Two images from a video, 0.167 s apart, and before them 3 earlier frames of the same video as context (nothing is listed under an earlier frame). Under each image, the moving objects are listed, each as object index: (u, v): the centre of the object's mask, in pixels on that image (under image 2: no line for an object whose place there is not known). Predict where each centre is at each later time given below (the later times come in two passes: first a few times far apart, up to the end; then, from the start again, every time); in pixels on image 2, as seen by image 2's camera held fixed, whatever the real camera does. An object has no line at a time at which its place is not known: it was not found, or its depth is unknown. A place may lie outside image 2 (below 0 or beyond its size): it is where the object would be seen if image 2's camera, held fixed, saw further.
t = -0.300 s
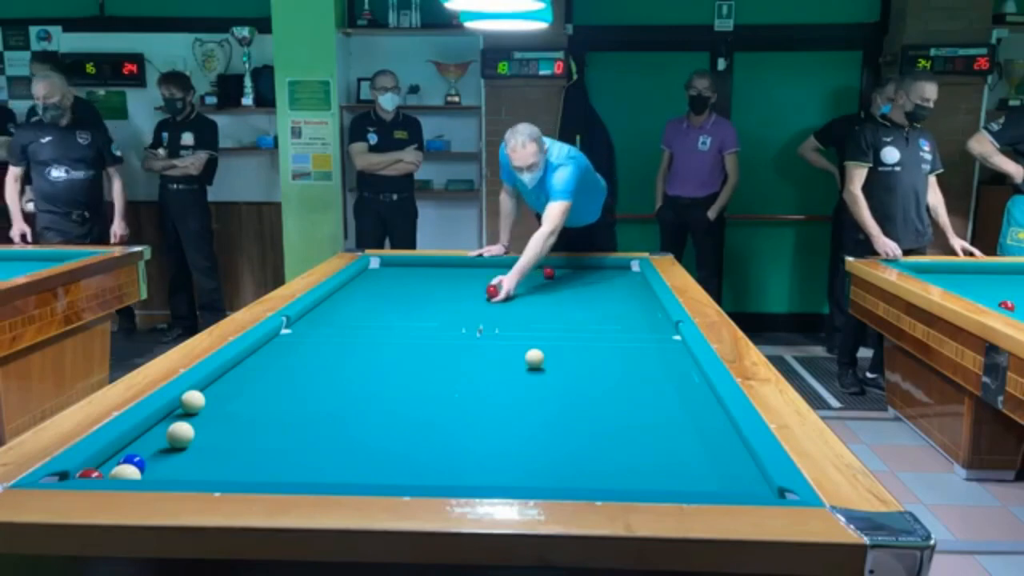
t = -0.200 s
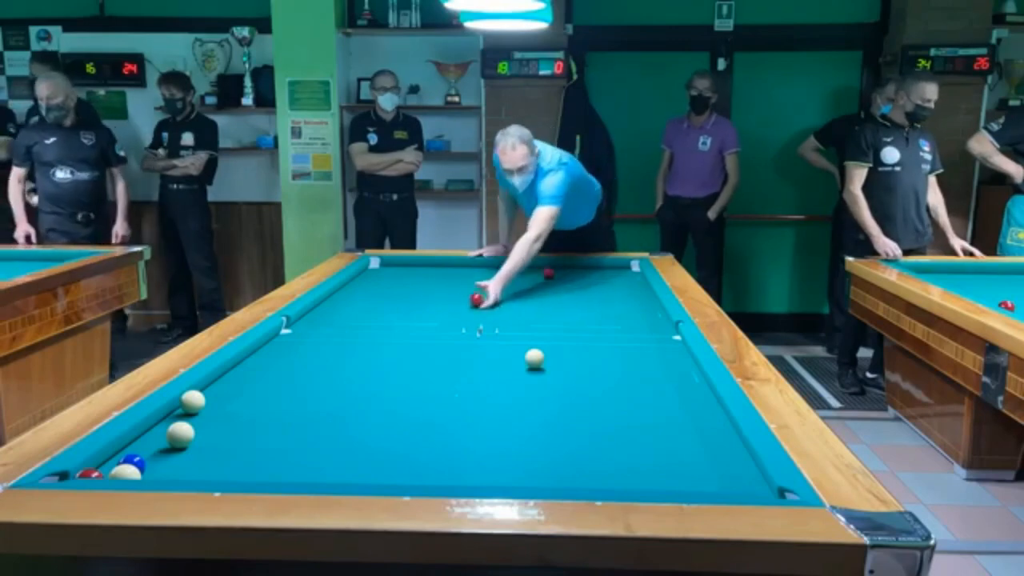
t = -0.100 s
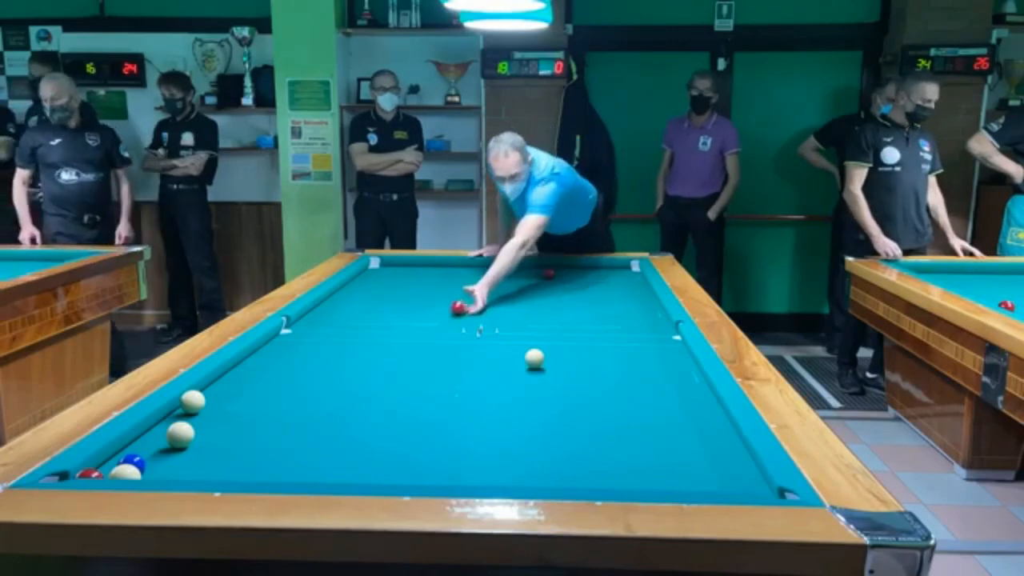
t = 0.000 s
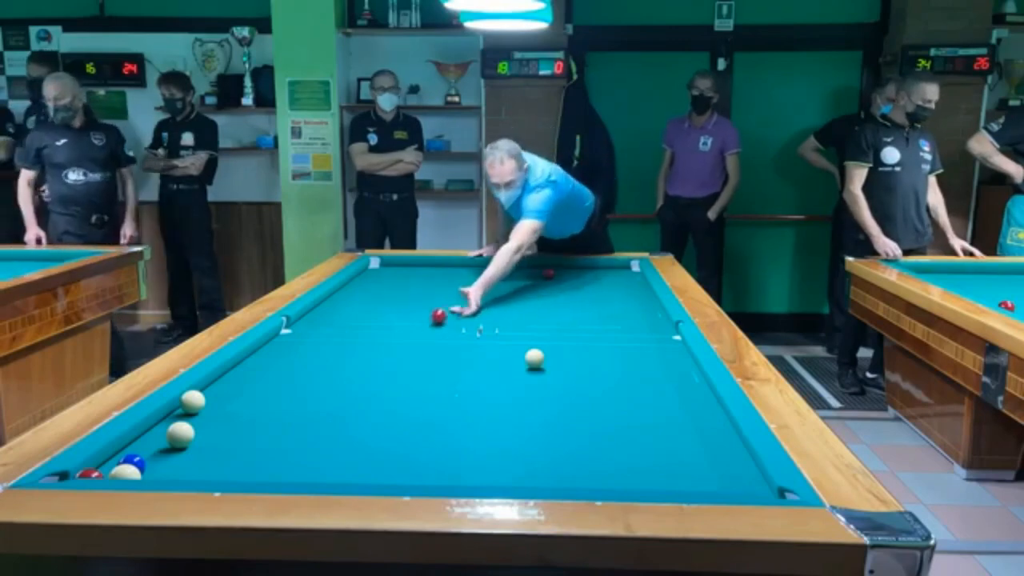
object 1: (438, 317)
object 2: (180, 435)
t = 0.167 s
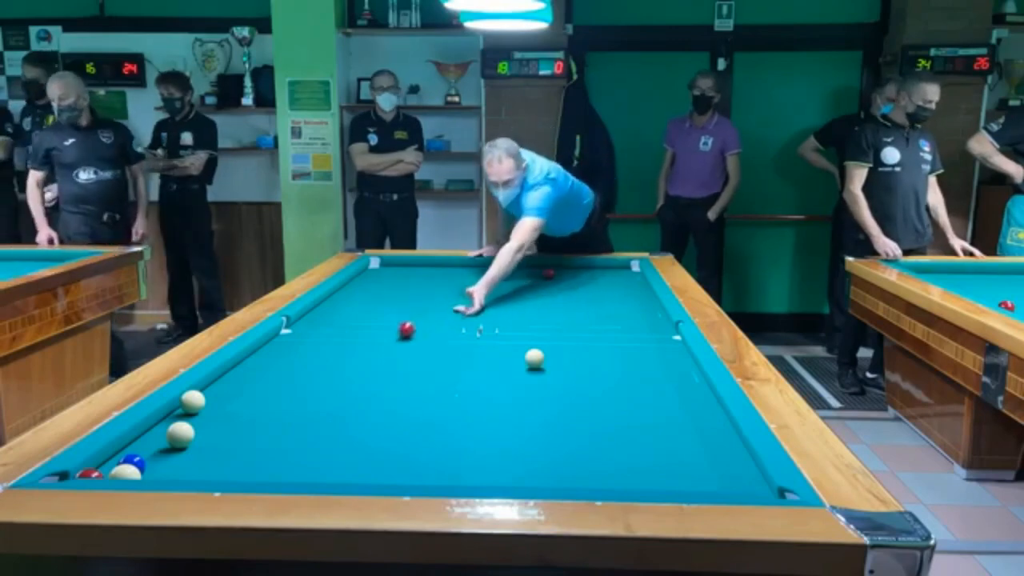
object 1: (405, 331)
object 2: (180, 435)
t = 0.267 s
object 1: (385, 339)
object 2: (180, 435)
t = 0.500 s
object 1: (329, 362)
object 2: (180, 435)
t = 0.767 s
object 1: (249, 396)
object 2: (180, 435)
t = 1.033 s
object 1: (146, 435)
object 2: (183, 438)
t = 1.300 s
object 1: (165, 465)
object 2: (205, 452)
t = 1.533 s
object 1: (198, 474)
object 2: (228, 463)
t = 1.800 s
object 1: (236, 475)
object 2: (285, 461)
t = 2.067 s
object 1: (268, 477)
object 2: (343, 457)
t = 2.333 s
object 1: (305, 477)
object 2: (398, 453)
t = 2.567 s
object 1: (336, 477)
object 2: (444, 450)
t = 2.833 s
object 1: (369, 476)
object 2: (494, 446)
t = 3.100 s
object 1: (401, 476)
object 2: (541, 443)
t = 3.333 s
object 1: (427, 476)
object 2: (579, 439)
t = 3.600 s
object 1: (456, 475)
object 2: (621, 436)
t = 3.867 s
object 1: (482, 474)
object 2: (662, 434)
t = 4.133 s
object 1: (507, 474)
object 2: (699, 430)
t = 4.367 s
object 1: (527, 473)
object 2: (718, 428)
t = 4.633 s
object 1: (548, 473)
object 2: (695, 425)
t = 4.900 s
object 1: (568, 472)
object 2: (675, 422)
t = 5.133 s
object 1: (584, 471)
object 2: (658, 420)
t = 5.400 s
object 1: (600, 471)
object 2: (641, 417)
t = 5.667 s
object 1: (615, 470)
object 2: (624, 416)
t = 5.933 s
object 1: (628, 468)
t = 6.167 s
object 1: (639, 467)
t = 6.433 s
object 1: (649, 466)
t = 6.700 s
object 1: (659, 466)
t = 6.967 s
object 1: (667, 466)
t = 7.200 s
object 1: (673, 465)
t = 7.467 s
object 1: (678, 464)
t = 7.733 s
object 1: (681, 464)
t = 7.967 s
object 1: (683, 464)
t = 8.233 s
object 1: (683, 464)
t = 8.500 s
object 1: (683, 464)
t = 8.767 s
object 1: (684, 464)
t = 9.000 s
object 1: (684, 463)
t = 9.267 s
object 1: (684, 463)
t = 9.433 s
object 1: (683, 464)
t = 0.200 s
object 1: (399, 334)
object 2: (180, 435)
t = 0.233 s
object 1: (392, 337)
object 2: (180, 435)
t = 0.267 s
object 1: (385, 339)
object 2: (180, 435)
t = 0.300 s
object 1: (378, 342)
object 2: (180, 435)
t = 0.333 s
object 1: (370, 346)
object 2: (180, 435)
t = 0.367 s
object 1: (362, 349)
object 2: (180, 435)
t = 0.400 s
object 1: (354, 352)
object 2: (180, 435)
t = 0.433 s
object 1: (347, 355)
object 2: (180, 435)
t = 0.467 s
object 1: (338, 359)
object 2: (180, 435)
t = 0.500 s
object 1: (329, 362)
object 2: (180, 435)
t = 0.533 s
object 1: (320, 366)
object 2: (180, 435)
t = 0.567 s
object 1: (311, 370)
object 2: (180, 435)
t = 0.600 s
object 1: (302, 373)
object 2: (180, 435)
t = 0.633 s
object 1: (292, 378)
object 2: (180, 435)
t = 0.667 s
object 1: (282, 382)
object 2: (180, 435)
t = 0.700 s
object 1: (271, 387)
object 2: (180, 435)
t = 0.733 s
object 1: (260, 391)
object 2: (180, 435)
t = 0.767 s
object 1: (249, 396)
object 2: (180, 435)
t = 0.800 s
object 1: (238, 400)
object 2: (180, 435)
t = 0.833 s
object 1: (226, 406)
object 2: (180, 435)
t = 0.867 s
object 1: (214, 411)
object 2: (180, 435)
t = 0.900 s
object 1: (202, 416)
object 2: (180, 435)
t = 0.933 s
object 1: (189, 417)
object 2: (180, 435)
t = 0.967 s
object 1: (171, 420)
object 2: (180, 435)
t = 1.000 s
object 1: (157, 431)
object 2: (181, 436)
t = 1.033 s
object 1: (146, 435)
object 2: (183, 438)
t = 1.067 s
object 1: (151, 439)
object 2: (185, 441)
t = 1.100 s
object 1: (154, 443)
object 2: (187, 442)
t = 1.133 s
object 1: (158, 447)
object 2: (189, 444)
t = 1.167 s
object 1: (160, 451)
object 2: (192, 445)
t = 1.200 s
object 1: (160, 455)
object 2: (195, 447)
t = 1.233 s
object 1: (160, 458)
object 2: (198, 449)
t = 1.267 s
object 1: (163, 462)
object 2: (201, 450)
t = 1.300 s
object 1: (165, 465)
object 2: (205, 452)
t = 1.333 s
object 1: (169, 467)
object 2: (208, 453)
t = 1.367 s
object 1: (172, 469)
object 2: (211, 455)
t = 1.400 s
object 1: (176, 471)
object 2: (214, 457)
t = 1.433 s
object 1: (179, 473)
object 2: (218, 458)
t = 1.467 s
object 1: (182, 474)
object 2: (222, 460)
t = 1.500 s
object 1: (189, 475)
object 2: (225, 462)
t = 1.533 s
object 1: (198, 474)
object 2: (228, 463)
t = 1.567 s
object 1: (207, 473)
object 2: (232, 464)
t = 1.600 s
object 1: (215, 472)
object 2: (238, 465)
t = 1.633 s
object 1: (217, 473)
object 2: (246, 464)
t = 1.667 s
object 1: (221, 473)
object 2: (254, 464)
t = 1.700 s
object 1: (225, 474)
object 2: (262, 462)
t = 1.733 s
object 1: (228, 474)
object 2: (270, 462)
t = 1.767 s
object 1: (232, 475)
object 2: (278, 462)
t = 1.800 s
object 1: (236, 475)
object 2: (285, 461)
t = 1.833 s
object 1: (240, 475)
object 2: (292, 461)
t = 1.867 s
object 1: (244, 476)
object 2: (300, 460)
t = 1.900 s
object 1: (248, 476)
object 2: (307, 459)
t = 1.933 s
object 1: (252, 477)
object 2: (314, 459)
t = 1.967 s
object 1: (256, 477)
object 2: (321, 458)
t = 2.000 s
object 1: (260, 477)
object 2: (329, 458)
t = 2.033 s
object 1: (263, 477)
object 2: (336, 458)
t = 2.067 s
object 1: (268, 477)
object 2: (343, 457)
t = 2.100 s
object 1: (272, 477)
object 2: (350, 457)
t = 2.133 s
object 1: (277, 477)
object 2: (357, 456)
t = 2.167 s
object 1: (282, 477)
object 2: (364, 456)
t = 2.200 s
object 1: (286, 477)
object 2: (371, 455)
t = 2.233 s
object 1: (291, 477)
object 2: (378, 455)
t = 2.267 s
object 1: (295, 477)
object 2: (384, 454)
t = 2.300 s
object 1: (301, 477)
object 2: (392, 453)
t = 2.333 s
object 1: (305, 477)
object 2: (398, 453)
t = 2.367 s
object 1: (310, 477)
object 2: (405, 452)
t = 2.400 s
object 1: (314, 477)
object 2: (411, 452)
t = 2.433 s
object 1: (318, 477)
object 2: (418, 451)
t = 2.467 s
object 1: (323, 477)
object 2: (424, 451)
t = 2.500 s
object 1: (327, 477)
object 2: (431, 450)
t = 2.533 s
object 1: (331, 477)
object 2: (438, 450)
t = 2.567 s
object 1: (336, 477)
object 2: (444, 450)
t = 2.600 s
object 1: (340, 476)
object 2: (450, 449)
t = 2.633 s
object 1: (344, 477)
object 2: (456, 449)
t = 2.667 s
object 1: (349, 477)
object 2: (463, 448)
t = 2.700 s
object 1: (353, 477)
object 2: (469, 448)
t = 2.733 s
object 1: (357, 476)
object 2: (475, 447)
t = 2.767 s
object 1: (361, 476)
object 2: (481, 447)
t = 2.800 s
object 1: (366, 476)
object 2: (488, 446)
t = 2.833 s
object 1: (369, 476)
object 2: (494, 446)
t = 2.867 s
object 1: (374, 476)
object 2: (499, 445)
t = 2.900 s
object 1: (378, 476)
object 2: (506, 444)
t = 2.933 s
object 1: (381, 476)
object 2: (512, 444)
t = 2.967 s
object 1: (386, 476)
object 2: (517, 444)
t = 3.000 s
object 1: (390, 476)
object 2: (523, 444)
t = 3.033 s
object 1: (394, 476)
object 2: (529, 443)
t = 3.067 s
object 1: (397, 476)
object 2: (535, 443)
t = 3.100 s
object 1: (401, 476)
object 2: (541, 443)
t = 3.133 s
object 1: (405, 476)
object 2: (546, 442)
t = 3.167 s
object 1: (409, 476)
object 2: (552, 442)
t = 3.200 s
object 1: (413, 476)
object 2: (557, 441)
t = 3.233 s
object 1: (417, 475)
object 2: (563, 441)
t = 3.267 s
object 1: (420, 476)
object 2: (568, 440)
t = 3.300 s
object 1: (424, 475)
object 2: (574, 440)
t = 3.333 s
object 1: (427, 476)
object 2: (579, 439)
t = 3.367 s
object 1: (431, 476)
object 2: (584, 439)
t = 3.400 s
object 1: (435, 475)
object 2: (590, 438)
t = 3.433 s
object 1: (438, 475)
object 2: (595, 438)
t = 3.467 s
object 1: (442, 475)
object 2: (601, 437)
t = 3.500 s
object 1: (445, 475)
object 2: (606, 437)
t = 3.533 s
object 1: (449, 475)
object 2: (611, 437)
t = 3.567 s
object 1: (452, 475)
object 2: (616, 437)
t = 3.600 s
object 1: (456, 475)
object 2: (621, 436)
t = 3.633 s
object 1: (459, 475)
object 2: (627, 436)
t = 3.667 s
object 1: (463, 475)
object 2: (632, 435)
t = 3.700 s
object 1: (466, 474)
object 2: (637, 435)
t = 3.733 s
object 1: (469, 475)
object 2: (642, 435)
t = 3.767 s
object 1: (473, 474)
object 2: (647, 434)
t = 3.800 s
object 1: (476, 474)
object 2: (652, 434)
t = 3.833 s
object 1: (479, 474)
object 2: (657, 434)
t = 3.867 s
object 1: (482, 474)
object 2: (662, 434)
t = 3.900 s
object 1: (486, 474)
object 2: (667, 433)
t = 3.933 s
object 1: (489, 474)
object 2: (671, 433)
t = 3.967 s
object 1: (492, 474)
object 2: (676, 432)
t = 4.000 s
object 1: (495, 474)
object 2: (681, 432)
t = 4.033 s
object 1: (498, 474)
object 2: (686, 431)
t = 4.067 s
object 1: (501, 474)
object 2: (690, 431)
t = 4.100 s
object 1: (504, 474)
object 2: (695, 430)
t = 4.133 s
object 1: (507, 474)
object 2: (699, 430)
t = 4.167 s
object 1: (510, 474)
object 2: (704, 430)
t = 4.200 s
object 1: (513, 474)
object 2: (709, 429)
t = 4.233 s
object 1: (516, 474)
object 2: (713, 429)
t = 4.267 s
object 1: (519, 474)
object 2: (718, 429)
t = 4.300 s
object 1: (522, 474)
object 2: (723, 429)
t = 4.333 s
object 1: (524, 473)
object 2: (721, 428)
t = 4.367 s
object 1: (527, 473)
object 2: (718, 428)
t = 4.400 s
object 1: (530, 473)
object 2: (715, 427)
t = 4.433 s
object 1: (533, 473)
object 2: (712, 427)
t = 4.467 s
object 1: (535, 473)
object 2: (709, 427)
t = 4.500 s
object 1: (538, 473)
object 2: (706, 426)
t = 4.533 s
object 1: (541, 473)
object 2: (703, 426)
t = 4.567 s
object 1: (543, 473)
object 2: (701, 426)
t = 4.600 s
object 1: (546, 473)
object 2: (698, 426)
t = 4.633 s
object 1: (548, 473)
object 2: (695, 425)
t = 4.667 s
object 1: (551, 473)
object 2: (693, 424)
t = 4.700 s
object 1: (554, 473)
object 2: (690, 424)
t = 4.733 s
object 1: (556, 473)
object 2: (687, 424)
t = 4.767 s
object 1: (558, 473)
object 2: (685, 424)
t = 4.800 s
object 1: (561, 472)
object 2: (682, 423)
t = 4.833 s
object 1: (563, 472)
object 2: (680, 423)
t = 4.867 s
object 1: (566, 472)
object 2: (677, 423)
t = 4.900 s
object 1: (568, 472)
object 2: (675, 422)
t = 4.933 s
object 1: (570, 472)
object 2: (672, 422)
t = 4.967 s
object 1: (573, 472)
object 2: (670, 421)
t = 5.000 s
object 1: (575, 472)
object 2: (667, 421)
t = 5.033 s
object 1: (577, 472)
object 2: (665, 421)
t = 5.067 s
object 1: (579, 472)
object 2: (663, 421)
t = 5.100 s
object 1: (581, 472)
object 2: (660, 420)
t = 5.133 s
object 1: (584, 471)
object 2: (658, 420)
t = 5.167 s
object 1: (586, 471)
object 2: (655, 420)
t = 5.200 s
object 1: (588, 471)
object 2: (653, 420)
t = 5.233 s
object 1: (590, 471)
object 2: (651, 419)
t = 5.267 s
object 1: (592, 471)
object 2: (649, 419)
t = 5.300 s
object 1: (594, 471)
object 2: (647, 419)
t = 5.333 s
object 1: (596, 471)
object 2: (645, 418)
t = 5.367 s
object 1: (598, 471)
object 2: (642, 418)
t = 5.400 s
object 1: (600, 471)
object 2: (641, 417)
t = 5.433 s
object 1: (602, 470)
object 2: (638, 418)
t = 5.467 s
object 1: (604, 470)
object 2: (636, 417)
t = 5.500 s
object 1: (606, 471)
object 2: (635, 417)
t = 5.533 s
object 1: (607, 470)
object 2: (632, 417)
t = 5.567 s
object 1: (610, 470)
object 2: (630, 416)
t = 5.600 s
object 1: (611, 470)
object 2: (628, 416)
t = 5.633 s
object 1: (613, 470)
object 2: (626, 416)
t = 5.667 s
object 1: (615, 470)
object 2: (624, 416)
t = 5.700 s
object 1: (617, 470)
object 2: (622, 415)
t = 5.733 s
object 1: (618, 469)
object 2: (620, 415)
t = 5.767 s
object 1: (620, 469)
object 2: (619, 415)
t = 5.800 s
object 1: (622, 469)
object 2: (617, 415)
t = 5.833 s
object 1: (623, 469)
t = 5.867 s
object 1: (625, 468)
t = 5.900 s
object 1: (627, 469)
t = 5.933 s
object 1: (628, 468)
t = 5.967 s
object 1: (630, 468)
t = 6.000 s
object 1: (631, 468)
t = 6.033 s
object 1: (633, 468)
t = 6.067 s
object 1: (634, 468)
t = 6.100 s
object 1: (636, 468)
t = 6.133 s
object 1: (637, 468)
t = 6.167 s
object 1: (639, 467)
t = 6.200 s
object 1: (640, 467)
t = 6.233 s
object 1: (641, 467)
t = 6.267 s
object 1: (643, 467)
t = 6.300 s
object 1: (644, 467)
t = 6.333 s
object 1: (646, 467)
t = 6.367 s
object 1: (647, 467)
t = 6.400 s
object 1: (648, 466)
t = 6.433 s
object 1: (649, 466)
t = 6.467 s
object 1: (651, 466)
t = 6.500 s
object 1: (652, 466)
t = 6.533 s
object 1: (653, 466)
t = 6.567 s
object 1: (654, 466)
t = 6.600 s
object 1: (656, 466)
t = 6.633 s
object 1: (657, 466)
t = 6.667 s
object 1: (658, 466)
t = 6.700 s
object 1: (659, 466)
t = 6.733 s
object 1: (660, 466)
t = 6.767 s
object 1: (661, 466)
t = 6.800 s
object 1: (662, 466)
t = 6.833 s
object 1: (663, 466)
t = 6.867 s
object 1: (664, 466)
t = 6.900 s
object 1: (665, 466)
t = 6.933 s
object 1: (666, 466)
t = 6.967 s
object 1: (667, 466)
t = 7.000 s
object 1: (668, 466)
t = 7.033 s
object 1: (669, 466)
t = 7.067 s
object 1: (670, 465)
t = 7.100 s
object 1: (670, 465)
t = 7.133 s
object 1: (671, 465)
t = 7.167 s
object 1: (672, 465)
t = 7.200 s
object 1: (673, 465)
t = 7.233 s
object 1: (674, 465)
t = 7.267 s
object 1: (674, 465)
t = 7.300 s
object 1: (675, 465)
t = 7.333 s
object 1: (676, 465)
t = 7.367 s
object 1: (676, 465)
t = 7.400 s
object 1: (677, 465)
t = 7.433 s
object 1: (677, 465)
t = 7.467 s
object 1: (678, 464)
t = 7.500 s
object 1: (678, 464)
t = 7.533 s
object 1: (679, 465)
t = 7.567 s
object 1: (679, 464)
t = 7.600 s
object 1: (680, 464)
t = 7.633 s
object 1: (680, 464)
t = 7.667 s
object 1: (681, 464)
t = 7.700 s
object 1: (681, 464)
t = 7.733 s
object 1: (681, 464)
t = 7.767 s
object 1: (682, 464)
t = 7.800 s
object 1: (682, 464)
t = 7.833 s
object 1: (682, 464)
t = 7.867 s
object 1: (682, 464)
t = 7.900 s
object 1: (683, 464)
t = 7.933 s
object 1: (683, 464)
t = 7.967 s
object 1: (683, 464)
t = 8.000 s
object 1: (683, 464)
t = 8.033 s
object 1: (683, 464)
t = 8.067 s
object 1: (683, 464)
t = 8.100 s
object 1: (683, 464)
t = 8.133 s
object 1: (683, 464)
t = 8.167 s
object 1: (683, 464)
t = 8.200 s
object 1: (683, 464)
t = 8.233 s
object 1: (683, 464)
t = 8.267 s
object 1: (683, 464)
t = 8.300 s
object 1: (683, 464)
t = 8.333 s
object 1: (683, 464)
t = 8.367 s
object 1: (683, 464)
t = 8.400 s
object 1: (684, 464)
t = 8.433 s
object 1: (683, 464)
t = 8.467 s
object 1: (684, 464)
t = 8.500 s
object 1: (683, 464)
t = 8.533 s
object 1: (684, 463)
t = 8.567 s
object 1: (684, 463)
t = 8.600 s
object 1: (684, 464)
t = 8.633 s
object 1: (684, 464)
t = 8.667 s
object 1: (684, 463)
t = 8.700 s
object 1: (683, 464)
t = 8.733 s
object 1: (684, 464)
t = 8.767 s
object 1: (684, 464)
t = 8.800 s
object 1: (683, 464)
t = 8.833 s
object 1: (683, 464)
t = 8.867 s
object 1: (684, 464)
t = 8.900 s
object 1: (684, 464)
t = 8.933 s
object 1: (684, 464)
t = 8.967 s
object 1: (684, 463)
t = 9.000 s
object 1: (684, 463)
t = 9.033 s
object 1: (684, 464)
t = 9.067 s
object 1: (683, 464)
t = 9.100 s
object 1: (684, 463)
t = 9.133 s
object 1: (684, 463)
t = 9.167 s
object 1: (684, 464)
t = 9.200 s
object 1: (684, 464)
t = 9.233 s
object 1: (684, 464)
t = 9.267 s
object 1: (684, 463)
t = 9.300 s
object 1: (683, 464)
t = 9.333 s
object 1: (683, 464)
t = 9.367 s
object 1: (683, 464)
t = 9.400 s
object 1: (683, 464)
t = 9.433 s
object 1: (683, 464)
